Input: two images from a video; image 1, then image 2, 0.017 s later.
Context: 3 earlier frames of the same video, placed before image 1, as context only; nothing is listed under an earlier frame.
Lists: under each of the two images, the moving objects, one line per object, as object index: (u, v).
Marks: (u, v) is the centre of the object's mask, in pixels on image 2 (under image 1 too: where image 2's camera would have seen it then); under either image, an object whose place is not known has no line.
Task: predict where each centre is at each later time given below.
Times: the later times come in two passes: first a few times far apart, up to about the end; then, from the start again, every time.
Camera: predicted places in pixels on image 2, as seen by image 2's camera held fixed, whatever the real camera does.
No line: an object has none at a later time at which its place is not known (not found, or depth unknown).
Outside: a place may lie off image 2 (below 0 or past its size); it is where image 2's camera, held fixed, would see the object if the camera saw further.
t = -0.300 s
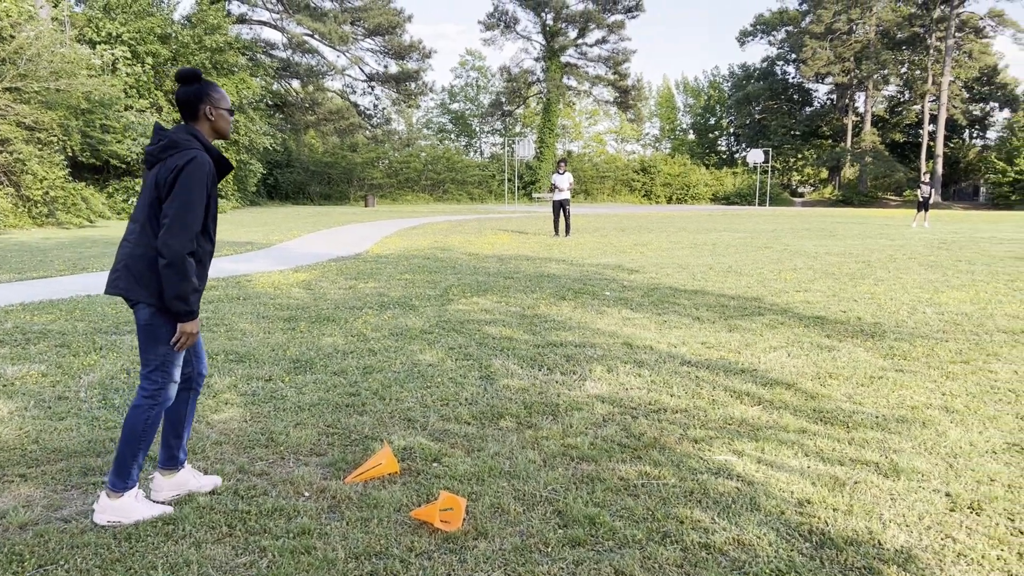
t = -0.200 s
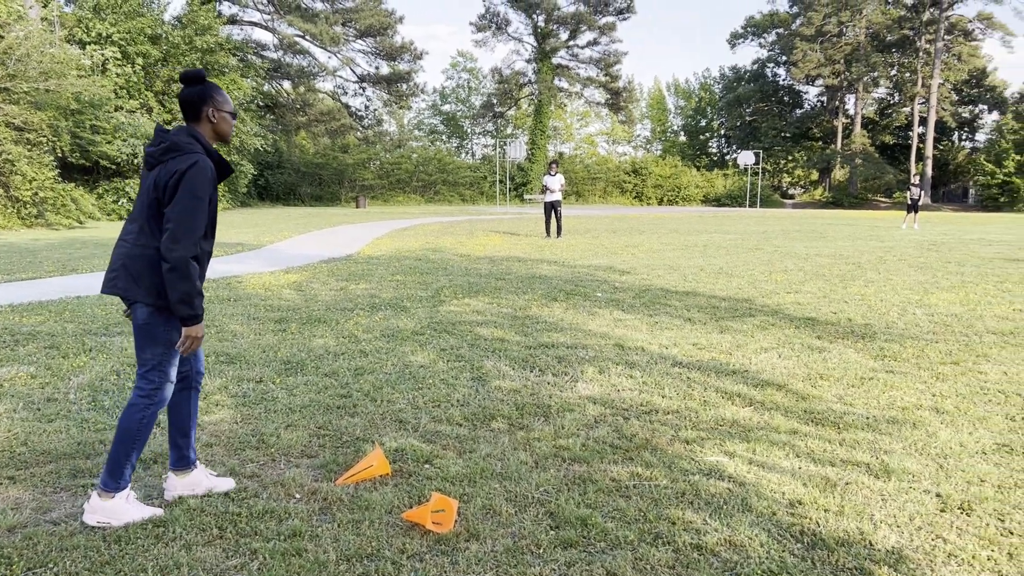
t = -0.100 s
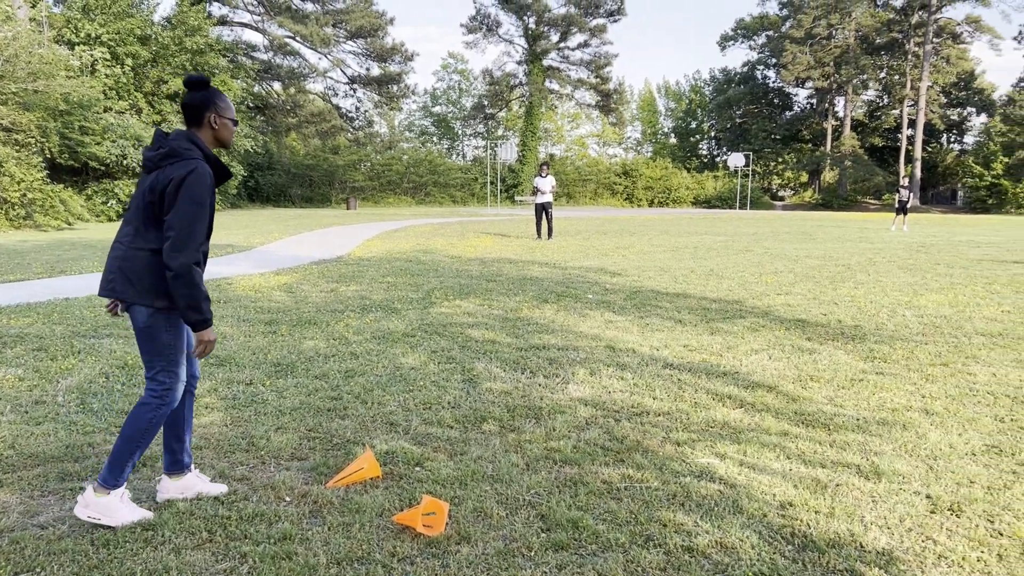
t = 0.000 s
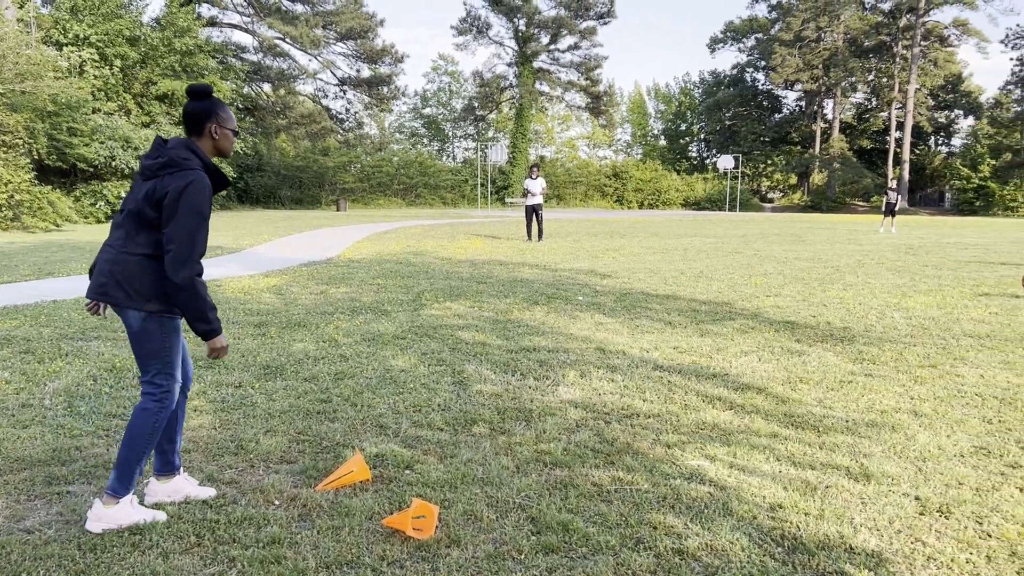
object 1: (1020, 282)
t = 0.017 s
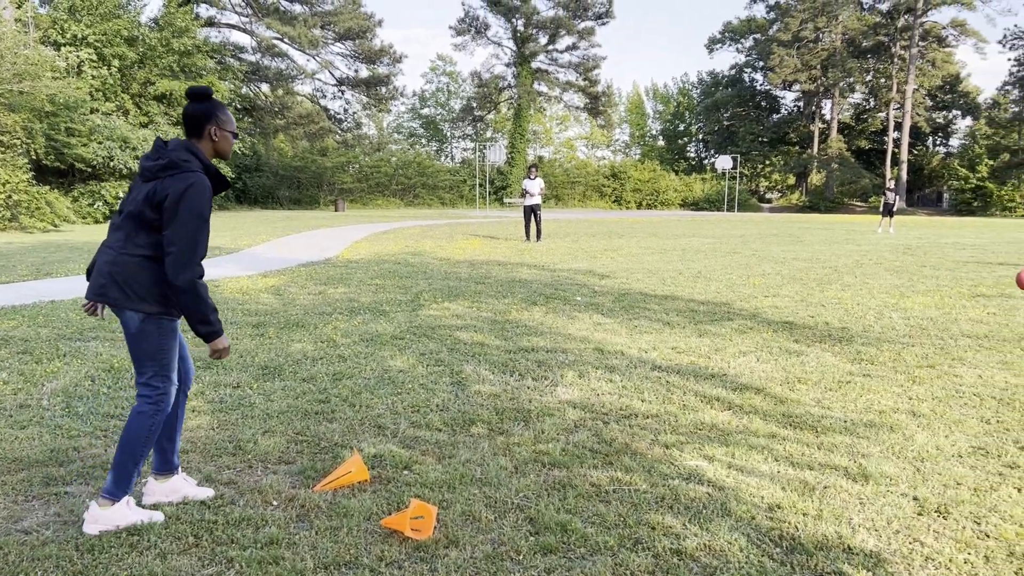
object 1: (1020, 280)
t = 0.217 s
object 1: (983, 278)
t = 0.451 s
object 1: (918, 300)
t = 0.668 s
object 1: (851, 312)
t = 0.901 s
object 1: (770, 325)
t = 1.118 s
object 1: (693, 338)
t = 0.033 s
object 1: (1020, 278)
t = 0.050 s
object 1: (1019, 277)
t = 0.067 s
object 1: (1018, 276)
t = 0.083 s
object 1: (1014, 275)
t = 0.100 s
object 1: (1011, 274)
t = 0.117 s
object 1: (1007, 274)
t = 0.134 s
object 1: (1003, 274)
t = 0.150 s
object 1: (999, 274)
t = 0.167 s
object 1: (995, 274)
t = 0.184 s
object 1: (991, 275)
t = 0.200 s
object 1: (986, 276)
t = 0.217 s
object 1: (983, 278)
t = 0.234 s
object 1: (978, 280)
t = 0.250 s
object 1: (974, 282)
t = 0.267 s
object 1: (970, 283)
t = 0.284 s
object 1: (965, 285)
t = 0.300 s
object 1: (960, 288)
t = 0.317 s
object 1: (955, 292)
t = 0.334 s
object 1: (951, 296)
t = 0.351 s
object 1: (947, 300)
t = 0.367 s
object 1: (942, 302)
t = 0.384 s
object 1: (938, 303)
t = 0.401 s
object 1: (933, 302)
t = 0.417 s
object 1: (928, 301)
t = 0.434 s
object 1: (923, 300)
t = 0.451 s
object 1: (918, 300)
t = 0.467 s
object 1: (913, 299)
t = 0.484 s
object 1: (909, 300)
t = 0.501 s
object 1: (904, 300)
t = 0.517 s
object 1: (899, 300)
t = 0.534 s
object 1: (894, 300)
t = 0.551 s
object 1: (889, 301)
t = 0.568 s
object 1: (883, 302)
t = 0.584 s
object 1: (877, 304)
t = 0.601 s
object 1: (872, 306)
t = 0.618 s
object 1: (867, 308)
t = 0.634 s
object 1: (861, 311)
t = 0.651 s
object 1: (856, 312)
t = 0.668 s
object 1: (851, 312)
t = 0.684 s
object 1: (845, 312)
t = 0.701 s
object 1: (840, 312)
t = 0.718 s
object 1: (834, 311)
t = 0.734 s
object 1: (829, 311)
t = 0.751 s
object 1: (822, 312)
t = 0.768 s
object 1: (816, 313)
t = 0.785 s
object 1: (811, 314)
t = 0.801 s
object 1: (805, 317)
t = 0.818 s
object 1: (800, 318)
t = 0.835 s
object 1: (794, 320)
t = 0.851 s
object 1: (789, 322)
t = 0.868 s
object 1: (783, 323)
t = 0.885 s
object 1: (777, 324)
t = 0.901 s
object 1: (770, 325)
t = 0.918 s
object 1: (764, 325)
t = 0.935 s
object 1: (758, 326)
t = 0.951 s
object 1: (751, 327)
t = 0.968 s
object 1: (746, 328)
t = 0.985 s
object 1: (741, 329)
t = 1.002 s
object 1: (735, 329)
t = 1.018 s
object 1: (730, 330)
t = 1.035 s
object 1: (724, 331)
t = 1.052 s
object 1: (718, 332)
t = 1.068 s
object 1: (712, 333)
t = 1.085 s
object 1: (706, 334)
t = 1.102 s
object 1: (699, 336)
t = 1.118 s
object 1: (693, 338)
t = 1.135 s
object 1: (687, 338)
